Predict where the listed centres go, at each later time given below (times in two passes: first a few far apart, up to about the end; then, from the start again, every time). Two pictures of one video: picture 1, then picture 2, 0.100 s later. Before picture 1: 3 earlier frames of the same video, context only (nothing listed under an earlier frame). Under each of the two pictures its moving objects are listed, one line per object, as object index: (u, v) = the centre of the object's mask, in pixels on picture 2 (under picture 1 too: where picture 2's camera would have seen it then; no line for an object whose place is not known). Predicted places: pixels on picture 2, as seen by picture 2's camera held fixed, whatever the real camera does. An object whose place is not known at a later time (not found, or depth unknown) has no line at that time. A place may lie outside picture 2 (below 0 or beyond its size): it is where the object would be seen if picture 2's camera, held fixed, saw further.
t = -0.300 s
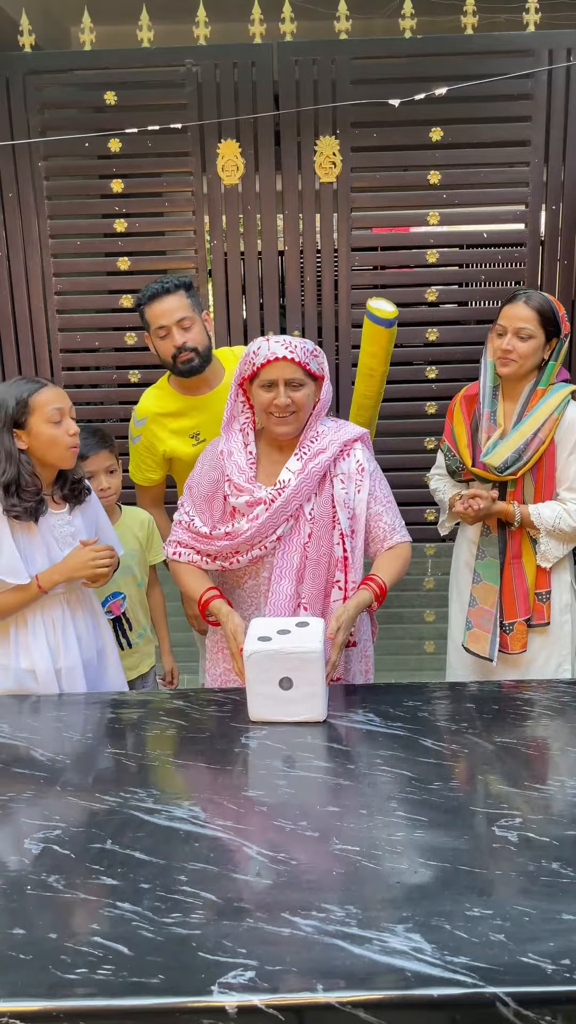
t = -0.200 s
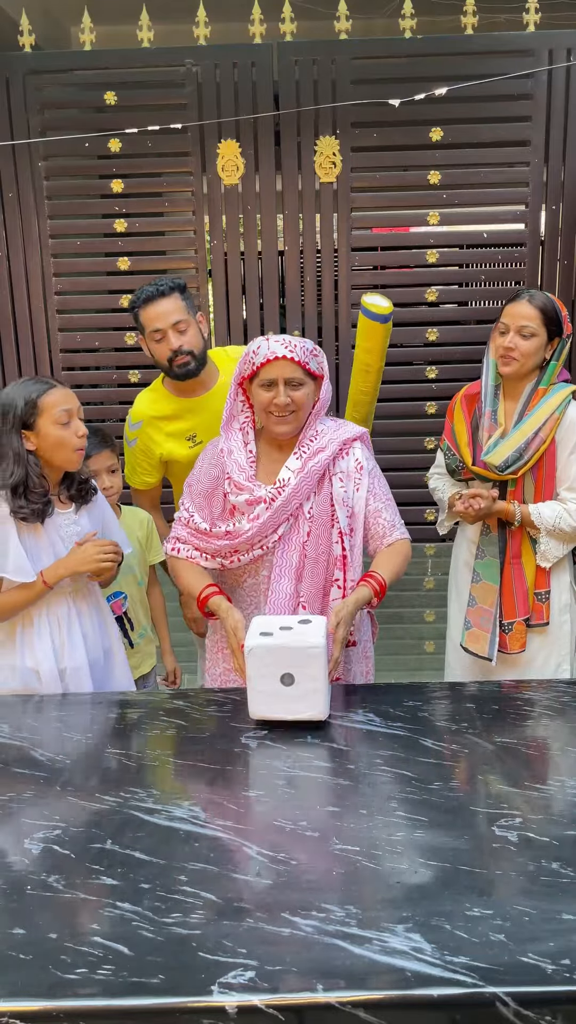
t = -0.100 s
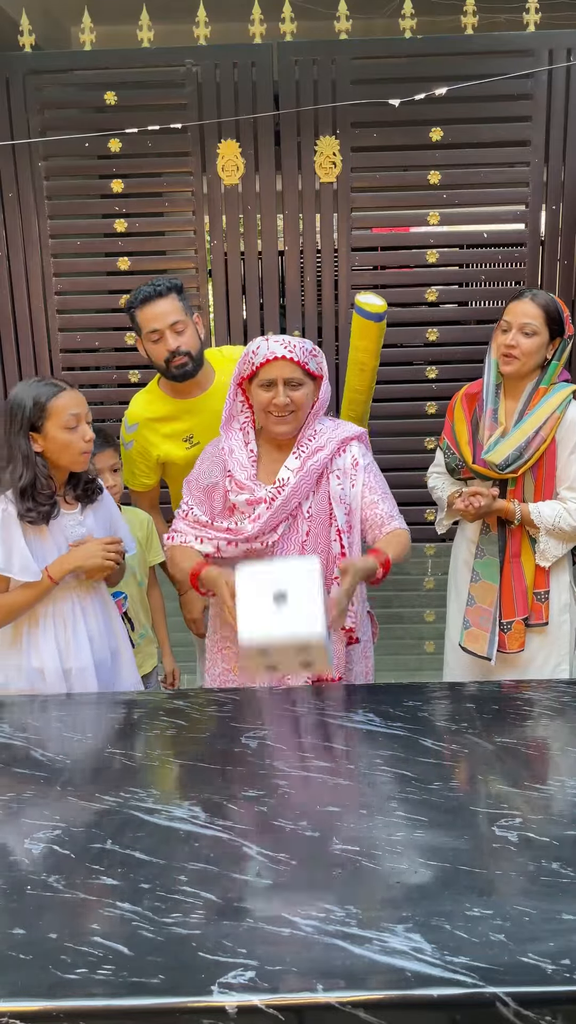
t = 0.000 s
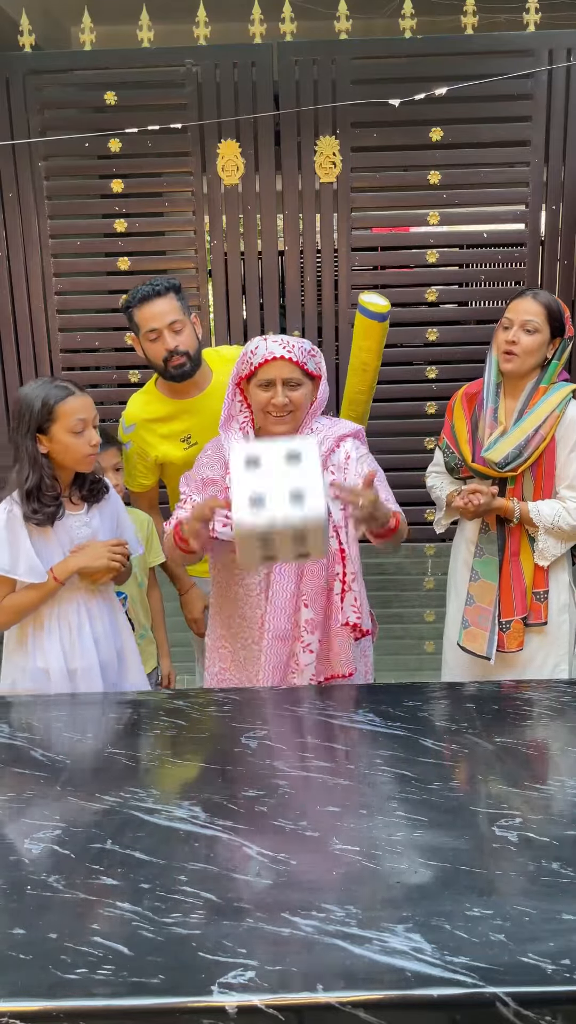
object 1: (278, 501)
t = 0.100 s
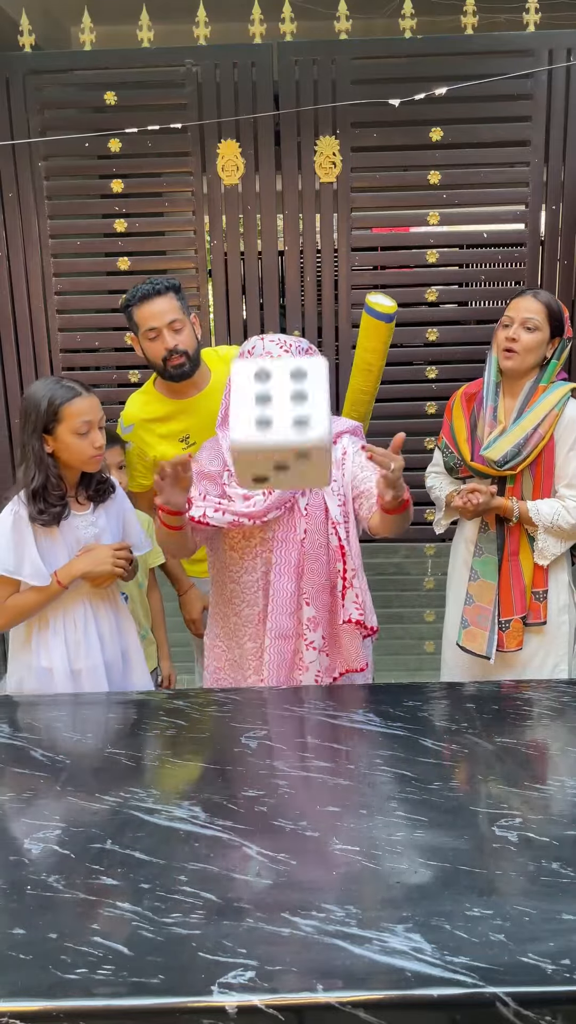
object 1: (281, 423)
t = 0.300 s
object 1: (294, 428)
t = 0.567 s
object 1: (321, 773)
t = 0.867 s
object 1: (336, 719)
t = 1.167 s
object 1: (347, 686)
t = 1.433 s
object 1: (364, 705)
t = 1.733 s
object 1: (365, 712)
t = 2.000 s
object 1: (365, 712)
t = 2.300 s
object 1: (365, 712)
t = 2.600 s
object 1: (365, 712)
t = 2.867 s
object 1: (365, 712)
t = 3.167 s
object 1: (365, 712)
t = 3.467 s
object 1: (365, 712)
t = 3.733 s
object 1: (365, 712)
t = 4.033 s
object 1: (365, 712)
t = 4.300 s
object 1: (365, 712)
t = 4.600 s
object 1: (365, 712)
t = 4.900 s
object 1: (365, 712)
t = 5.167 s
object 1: (365, 712)
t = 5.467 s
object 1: (365, 712)
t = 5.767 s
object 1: (365, 712)
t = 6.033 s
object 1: (365, 712)
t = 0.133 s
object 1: (282, 411)
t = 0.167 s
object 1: (283, 399)
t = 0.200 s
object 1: (286, 397)
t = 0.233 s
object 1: (288, 404)
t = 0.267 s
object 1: (291, 416)
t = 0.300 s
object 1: (294, 428)
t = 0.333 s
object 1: (297, 453)
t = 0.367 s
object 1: (300, 483)
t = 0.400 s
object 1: (303, 513)
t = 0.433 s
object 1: (306, 557)
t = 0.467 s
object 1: (309, 610)
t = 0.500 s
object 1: (312, 662)
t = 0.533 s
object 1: (316, 720)
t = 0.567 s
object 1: (321, 773)
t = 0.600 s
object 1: (326, 759)
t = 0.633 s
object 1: (326, 735)
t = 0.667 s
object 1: (326, 713)
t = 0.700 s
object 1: (328, 700)
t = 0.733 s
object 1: (329, 696)
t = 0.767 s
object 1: (330, 697)
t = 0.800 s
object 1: (332, 704)
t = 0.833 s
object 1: (334, 715)
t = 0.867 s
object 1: (336, 719)
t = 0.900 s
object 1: (337, 711)
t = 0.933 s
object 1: (336, 703)
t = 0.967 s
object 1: (335, 697)
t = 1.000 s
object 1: (334, 693)
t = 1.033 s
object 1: (334, 691)
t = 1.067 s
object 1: (336, 690)
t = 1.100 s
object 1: (340, 688)
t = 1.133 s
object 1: (343, 686)
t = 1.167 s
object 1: (347, 686)
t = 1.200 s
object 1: (349, 687)
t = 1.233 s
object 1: (350, 690)
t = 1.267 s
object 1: (351, 695)
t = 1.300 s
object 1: (351, 699)
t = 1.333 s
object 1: (353, 704)
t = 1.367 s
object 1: (357, 706)
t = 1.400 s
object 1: (361, 704)
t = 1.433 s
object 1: (364, 705)
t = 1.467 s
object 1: (366, 707)
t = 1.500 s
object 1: (366, 711)
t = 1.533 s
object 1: (365, 712)
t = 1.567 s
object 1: (365, 711)
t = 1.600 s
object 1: (365, 712)
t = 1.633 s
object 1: (365, 712)
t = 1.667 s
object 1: (365, 712)
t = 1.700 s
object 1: (365, 712)
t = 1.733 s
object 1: (365, 712)
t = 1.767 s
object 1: (365, 712)
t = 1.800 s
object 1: (365, 712)
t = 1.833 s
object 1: (365, 712)
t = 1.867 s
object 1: (365, 712)
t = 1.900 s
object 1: (365, 712)
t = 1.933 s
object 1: (365, 712)
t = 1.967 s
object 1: (365, 712)
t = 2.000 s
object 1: (365, 712)
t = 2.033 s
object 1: (365, 712)
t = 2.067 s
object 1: (365, 712)
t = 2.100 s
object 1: (365, 712)
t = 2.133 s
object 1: (365, 712)
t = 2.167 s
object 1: (365, 712)
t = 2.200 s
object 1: (365, 712)
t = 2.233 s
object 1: (365, 712)
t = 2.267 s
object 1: (365, 712)
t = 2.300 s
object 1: (365, 712)
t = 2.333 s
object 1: (365, 712)
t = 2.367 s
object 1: (365, 712)
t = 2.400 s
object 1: (365, 712)
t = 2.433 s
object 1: (365, 712)
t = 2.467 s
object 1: (365, 712)
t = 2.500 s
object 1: (365, 712)
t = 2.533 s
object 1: (365, 712)
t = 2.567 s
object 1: (365, 712)
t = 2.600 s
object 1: (365, 712)
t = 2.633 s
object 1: (365, 712)
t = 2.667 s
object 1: (365, 712)
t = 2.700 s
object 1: (365, 712)
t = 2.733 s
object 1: (365, 712)
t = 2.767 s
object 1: (365, 712)
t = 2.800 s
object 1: (365, 712)
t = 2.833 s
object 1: (365, 712)
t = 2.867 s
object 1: (365, 712)
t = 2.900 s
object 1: (365, 712)
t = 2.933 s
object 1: (365, 712)
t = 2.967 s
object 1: (365, 712)
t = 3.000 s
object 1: (365, 712)
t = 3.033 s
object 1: (365, 712)
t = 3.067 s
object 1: (365, 712)
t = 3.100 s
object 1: (365, 712)
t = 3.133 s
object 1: (365, 712)
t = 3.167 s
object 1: (365, 712)
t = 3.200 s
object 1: (365, 712)
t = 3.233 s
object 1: (365, 712)
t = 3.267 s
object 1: (365, 712)
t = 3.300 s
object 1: (365, 712)
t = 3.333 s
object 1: (365, 712)
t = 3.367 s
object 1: (365, 712)
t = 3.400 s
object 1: (365, 712)
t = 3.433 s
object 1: (365, 712)
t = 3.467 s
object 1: (365, 712)
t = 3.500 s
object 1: (365, 712)
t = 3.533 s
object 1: (365, 712)
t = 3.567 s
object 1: (365, 712)
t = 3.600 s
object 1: (365, 712)
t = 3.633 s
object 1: (365, 712)
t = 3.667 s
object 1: (365, 712)
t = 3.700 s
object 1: (365, 712)
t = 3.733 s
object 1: (365, 712)
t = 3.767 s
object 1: (365, 712)
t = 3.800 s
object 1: (365, 712)
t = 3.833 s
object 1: (365, 712)
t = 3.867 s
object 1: (365, 712)
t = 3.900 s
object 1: (365, 712)
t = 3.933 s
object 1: (365, 712)
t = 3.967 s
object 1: (365, 712)
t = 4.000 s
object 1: (365, 712)
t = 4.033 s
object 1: (365, 712)
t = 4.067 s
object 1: (365, 712)
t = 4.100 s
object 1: (365, 712)
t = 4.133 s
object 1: (365, 712)
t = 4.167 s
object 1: (365, 712)
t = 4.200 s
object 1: (365, 712)
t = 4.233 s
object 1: (365, 712)
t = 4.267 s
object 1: (365, 712)
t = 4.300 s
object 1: (365, 712)
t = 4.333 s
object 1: (365, 712)
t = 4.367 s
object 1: (365, 712)
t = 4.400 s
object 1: (365, 712)
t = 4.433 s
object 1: (365, 712)
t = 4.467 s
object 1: (365, 712)
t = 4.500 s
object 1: (365, 712)
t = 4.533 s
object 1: (365, 712)
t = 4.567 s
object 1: (365, 712)
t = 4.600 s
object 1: (365, 712)
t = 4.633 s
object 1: (365, 712)
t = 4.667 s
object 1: (365, 712)
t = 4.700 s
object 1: (365, 712)
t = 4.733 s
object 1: (365, 712)
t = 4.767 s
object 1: (365, 712)
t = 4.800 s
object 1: (365, 712)
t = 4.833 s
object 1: (365, 712)
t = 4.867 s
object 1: (365, 712)
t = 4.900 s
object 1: (365, 712)
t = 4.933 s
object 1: (365, 712)
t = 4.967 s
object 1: (365, 712)
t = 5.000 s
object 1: (365, 712)
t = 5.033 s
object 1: (365, 712)
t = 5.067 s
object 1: (365, 712)
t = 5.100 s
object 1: (365, 712)
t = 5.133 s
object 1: (365, 712)
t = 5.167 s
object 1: (365, 712)
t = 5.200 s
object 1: (365, 712)
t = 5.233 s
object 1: (365, 712)
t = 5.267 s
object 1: (365, 712)
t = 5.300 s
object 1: (365, 712)
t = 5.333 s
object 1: (365, 712)
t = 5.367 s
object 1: (365, 712)
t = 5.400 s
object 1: (365, 712)
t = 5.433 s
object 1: (365, 712)
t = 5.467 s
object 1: (365, 712)
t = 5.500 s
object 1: (365, 712)
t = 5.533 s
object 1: (365, 712)
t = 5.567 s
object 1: (365, 712)
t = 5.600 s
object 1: (365, 712)
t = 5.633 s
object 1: (365, 712)
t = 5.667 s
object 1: (365, 712)
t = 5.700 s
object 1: (365, 712)
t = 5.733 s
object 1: (365, 712)
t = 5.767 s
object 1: (365, 712)
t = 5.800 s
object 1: (365, 712)
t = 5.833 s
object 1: (365, 712)
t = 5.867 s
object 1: (365, 712)
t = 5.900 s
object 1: (365, 712)
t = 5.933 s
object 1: (365, 712)
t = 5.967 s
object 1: (365, 712)
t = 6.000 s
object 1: (365, 712)
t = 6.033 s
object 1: (365, 712)
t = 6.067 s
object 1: (365, 712)
